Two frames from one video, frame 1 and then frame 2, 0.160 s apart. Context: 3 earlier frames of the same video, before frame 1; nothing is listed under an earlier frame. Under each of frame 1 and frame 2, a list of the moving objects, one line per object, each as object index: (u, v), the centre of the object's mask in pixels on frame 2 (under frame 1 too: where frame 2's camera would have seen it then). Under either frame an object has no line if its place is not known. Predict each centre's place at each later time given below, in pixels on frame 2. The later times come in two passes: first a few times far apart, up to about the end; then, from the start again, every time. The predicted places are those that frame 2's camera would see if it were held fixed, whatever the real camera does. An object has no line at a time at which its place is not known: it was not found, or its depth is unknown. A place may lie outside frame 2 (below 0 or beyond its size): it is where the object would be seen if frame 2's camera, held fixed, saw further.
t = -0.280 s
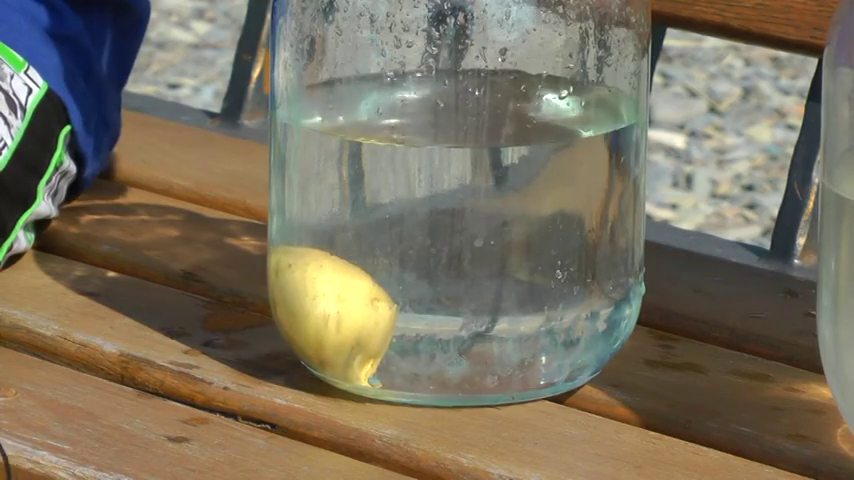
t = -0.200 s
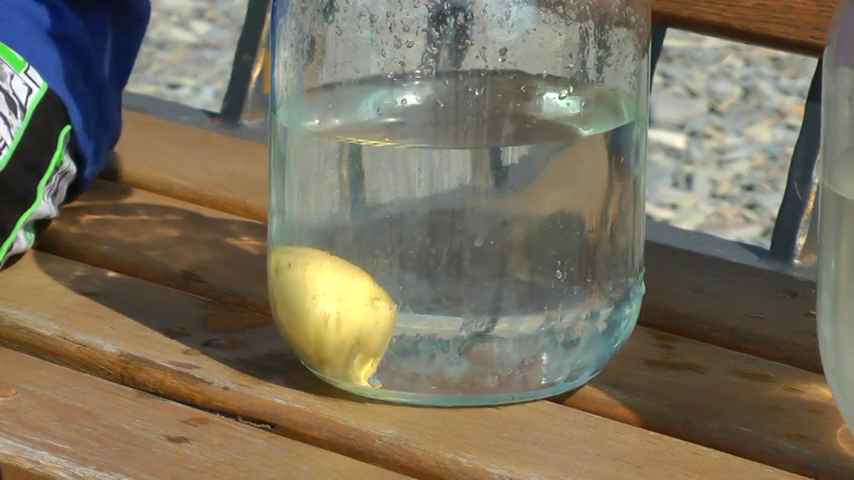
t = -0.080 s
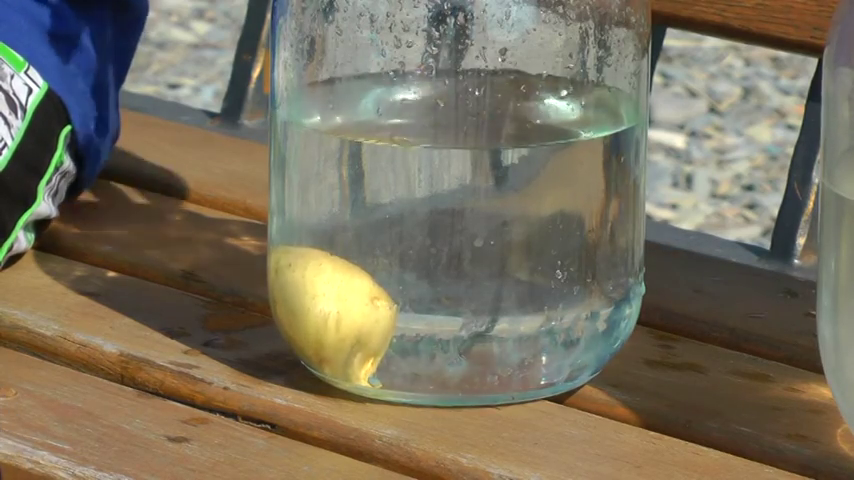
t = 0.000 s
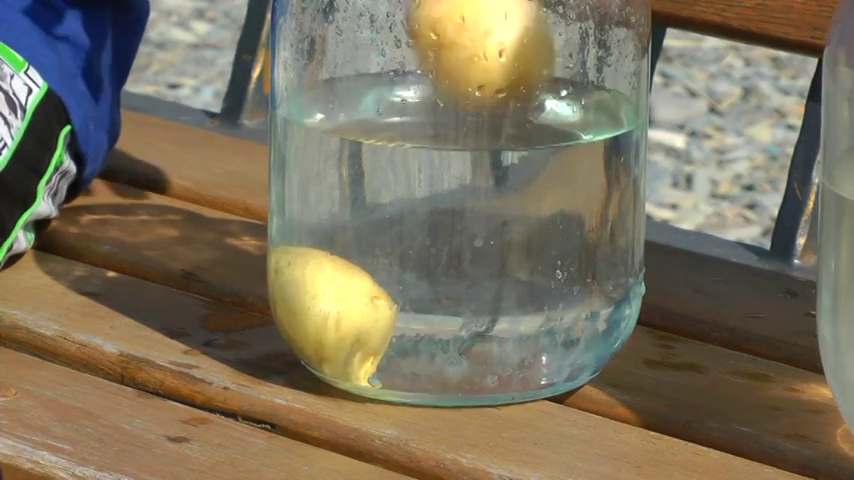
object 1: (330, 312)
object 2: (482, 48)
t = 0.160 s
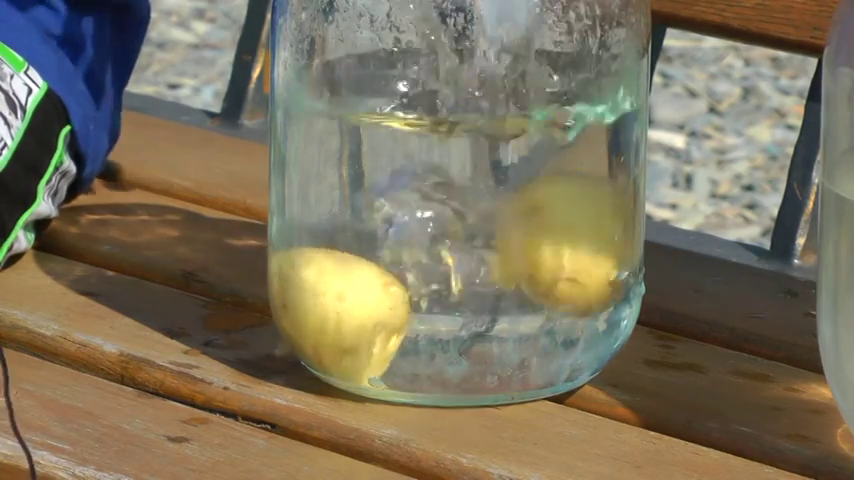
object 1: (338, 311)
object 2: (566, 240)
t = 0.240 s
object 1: (338, 301)
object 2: (586, 214)
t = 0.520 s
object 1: (345, 266)
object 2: (499, 146)
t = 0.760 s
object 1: (340, 276)
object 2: (450, 190)
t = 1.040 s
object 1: (319, 291)
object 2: (426, 290)
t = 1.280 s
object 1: (316, 289)
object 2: (413, 310)
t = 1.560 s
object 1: (314, 290)
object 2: (407, 313)
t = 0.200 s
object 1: (339, 307)
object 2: (585, 223)
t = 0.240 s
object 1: (338, 301)
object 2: (586, 214)
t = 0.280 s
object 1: (337, 294)
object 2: (572, 204)
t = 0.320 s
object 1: (336, 285)
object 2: (564, 193)
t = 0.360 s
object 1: (337, 278)
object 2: (556, 184)
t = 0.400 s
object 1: (339, 273)
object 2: (544, 177)
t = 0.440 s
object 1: (341, 269)
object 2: (529, 162)
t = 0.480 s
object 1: (343, 267)
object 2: (507, 151)
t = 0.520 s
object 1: (345, 266)
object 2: (499, 146)
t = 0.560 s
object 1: (347, 265)
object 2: (487, 149)
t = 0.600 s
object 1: (347, 265)
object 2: (479, 156)
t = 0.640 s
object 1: (347, 265)
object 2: (467, 168)
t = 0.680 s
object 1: (347, 266)
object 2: (462, 178)
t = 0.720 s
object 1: (343, 271)
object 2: (455, 182)
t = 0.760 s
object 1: (340, 276)
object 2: (450, 190)
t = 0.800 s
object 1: (338, 285)
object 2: (437, 206)
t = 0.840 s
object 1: (337, 293)
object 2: (434, 216)
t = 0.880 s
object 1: (336, 300)
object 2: (432, 229)
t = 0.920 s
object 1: (335, 306)
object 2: (431, 242)
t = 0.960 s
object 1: (328, 303)
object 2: (429, 257)
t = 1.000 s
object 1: (322, 298)
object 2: (428, 272)
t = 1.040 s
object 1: (319, 291)
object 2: (426, 290)
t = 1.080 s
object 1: (318, 285)
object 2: (424, 309)
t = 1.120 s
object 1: (316, 280)
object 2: (418, 308)
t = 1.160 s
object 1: (313, 280)
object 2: (413, 306)
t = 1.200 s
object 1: (313, 283)
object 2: (412, 305)
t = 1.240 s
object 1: (314, 286)
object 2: (412, 307)
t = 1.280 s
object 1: (316, 289)
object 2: (413, 310)
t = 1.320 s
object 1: (317, 292)
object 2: (413, 314)
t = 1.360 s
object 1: (316, 296)
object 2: (412, 311)
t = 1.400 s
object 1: (316, 297)
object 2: (412, 310)
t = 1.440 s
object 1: (315, 296)
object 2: (411, 310)
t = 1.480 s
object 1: (315, 294)
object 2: (410, 312)
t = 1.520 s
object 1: (313, 289)
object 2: (408, 312)
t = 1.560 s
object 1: (314, 290)
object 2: (407, 313)
